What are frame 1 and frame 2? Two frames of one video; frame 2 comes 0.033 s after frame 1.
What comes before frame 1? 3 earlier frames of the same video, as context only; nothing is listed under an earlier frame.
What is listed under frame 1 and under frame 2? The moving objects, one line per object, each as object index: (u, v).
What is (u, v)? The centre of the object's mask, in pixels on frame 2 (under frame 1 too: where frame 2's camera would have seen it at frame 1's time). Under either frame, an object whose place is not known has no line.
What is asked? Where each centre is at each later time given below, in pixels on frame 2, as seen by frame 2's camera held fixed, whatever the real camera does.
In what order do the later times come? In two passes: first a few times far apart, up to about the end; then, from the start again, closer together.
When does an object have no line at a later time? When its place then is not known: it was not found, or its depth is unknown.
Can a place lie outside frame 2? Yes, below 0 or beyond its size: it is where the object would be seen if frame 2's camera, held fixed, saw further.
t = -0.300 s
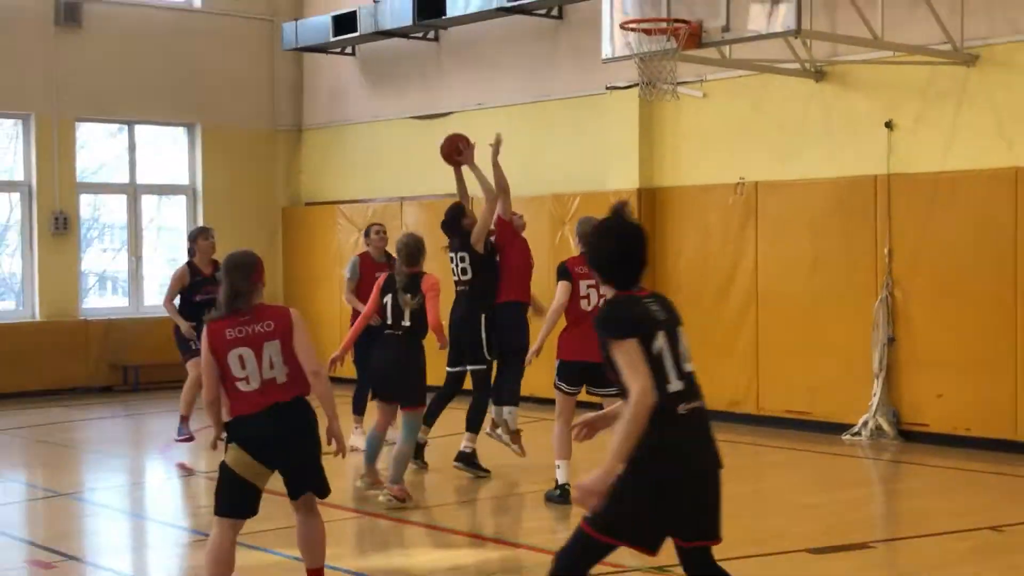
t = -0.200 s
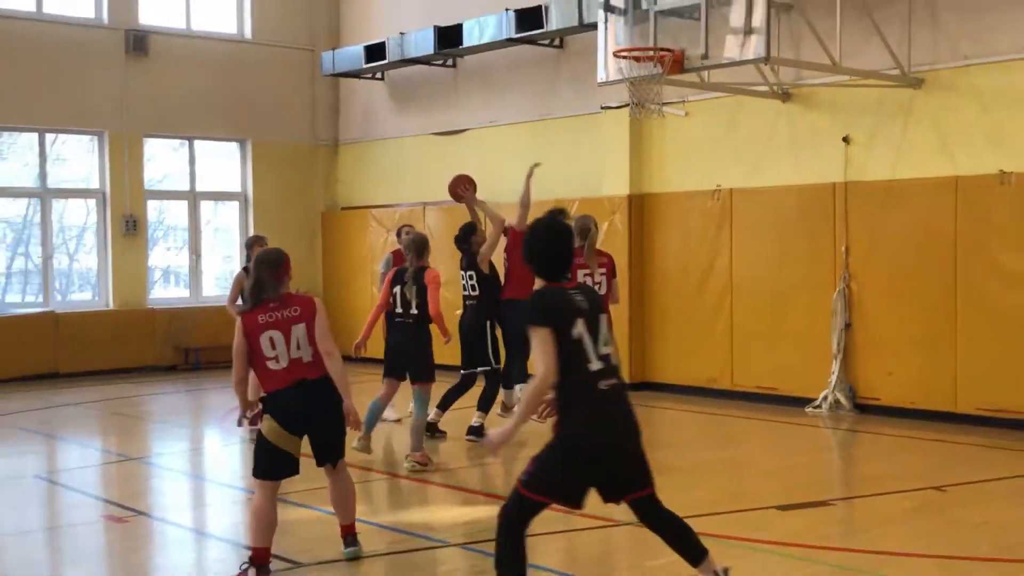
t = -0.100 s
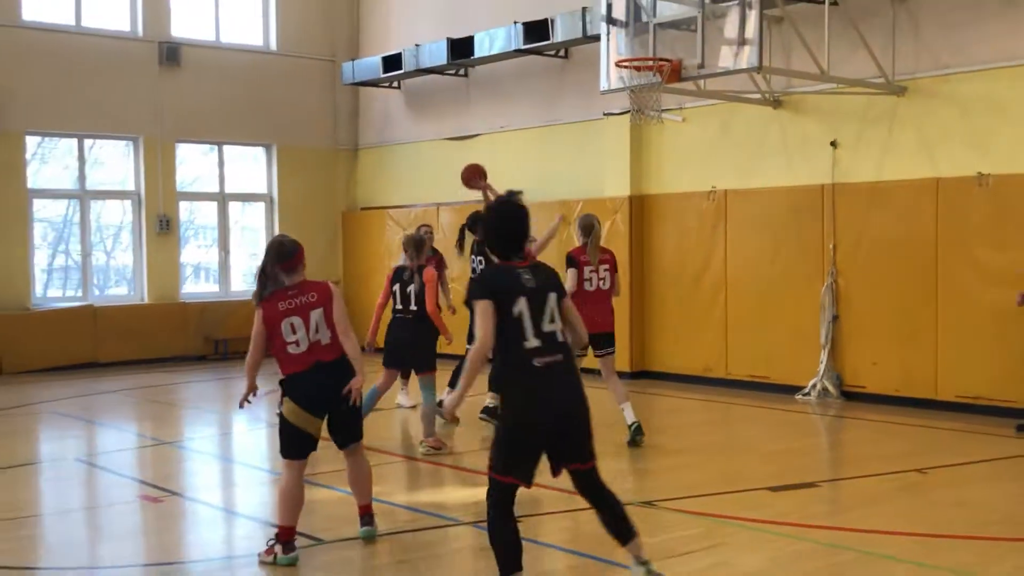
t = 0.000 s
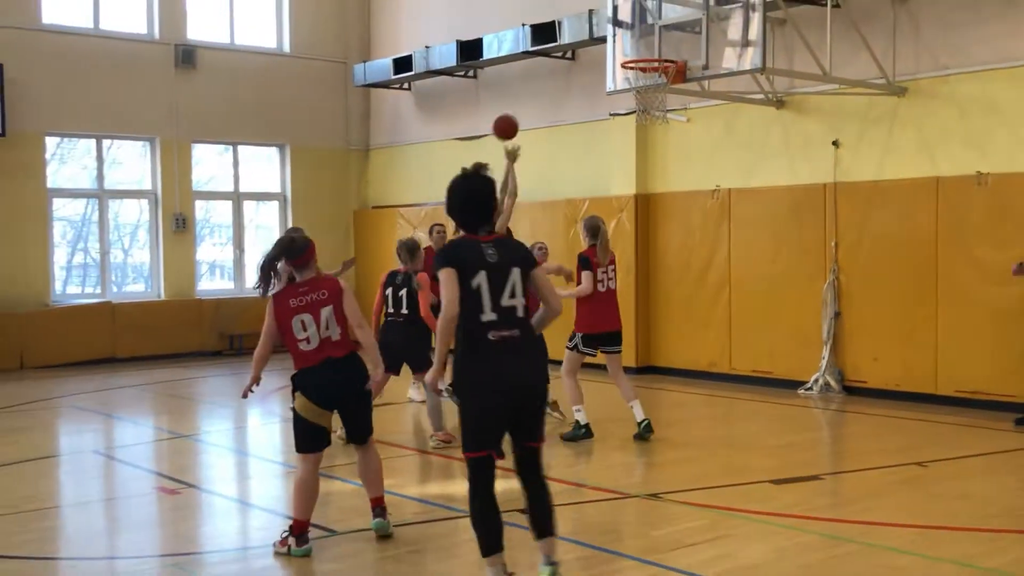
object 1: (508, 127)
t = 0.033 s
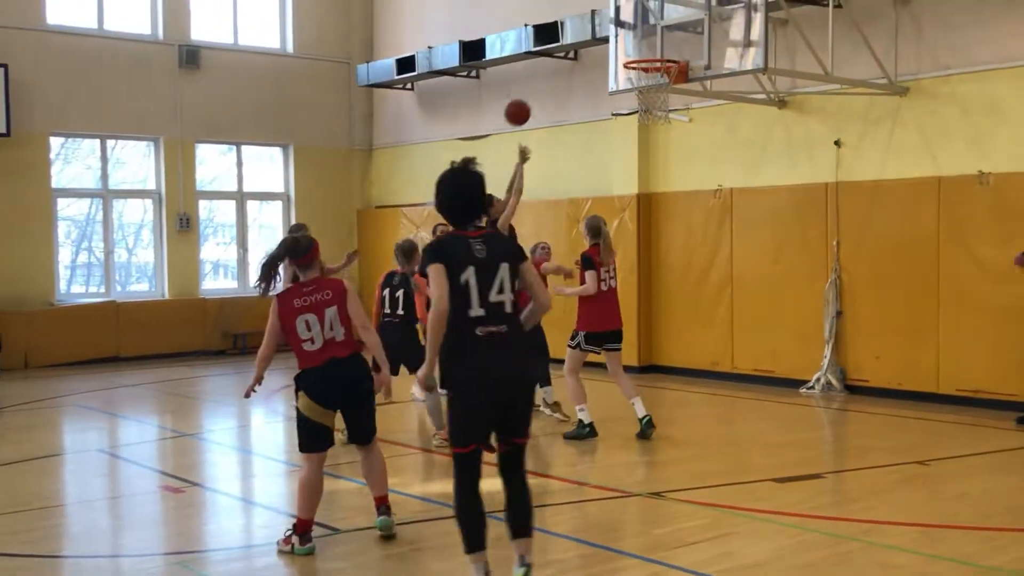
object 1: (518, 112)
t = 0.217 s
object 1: (569, 53)
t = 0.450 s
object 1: (634, 32)
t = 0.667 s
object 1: (612, 65)
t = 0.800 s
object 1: (598, 113)
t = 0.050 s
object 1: (522, 105)
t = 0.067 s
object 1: (527, 98)
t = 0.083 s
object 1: (532, 92)
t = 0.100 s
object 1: (537, 86)
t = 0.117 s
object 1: (541, 80)
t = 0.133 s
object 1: (546, 75)
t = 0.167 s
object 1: (555, 66)
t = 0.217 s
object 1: (569, 53)
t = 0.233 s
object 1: (574, 50)
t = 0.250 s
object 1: (578, 46)
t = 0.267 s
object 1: (583, 43)
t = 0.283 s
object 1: (587, 41)
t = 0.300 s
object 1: (593, 39)
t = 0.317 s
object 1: (597, 37)
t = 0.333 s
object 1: (602, 35)
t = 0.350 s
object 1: (607, 33)
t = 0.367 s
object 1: (611, 32)
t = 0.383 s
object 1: (616, 31)
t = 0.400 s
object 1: (620, 31)
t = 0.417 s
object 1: (625, 31)
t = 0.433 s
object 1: (629, 31)
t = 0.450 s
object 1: (634, 32)
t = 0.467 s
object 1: (634, 32)
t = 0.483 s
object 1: (633, 33)
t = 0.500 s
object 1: (631, 34)
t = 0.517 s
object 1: (629, 36)
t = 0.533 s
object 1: (628, 38)
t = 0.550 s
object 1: (626, 40)
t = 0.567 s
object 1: (624, 43)
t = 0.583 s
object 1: (622, 46)
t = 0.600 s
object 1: (620, 49)
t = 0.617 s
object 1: (619, 52)
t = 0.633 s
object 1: (616, 56)
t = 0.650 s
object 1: (614, 61)
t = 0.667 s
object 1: (612, 65)
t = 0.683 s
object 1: (611, 70)
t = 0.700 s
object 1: (609, 75)
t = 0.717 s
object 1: (607, 81)
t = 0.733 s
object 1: (605, 87)
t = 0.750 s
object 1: (603, 93)
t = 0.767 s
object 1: (602, 100)
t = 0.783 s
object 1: (600, 106)
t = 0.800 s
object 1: (598, 113)
